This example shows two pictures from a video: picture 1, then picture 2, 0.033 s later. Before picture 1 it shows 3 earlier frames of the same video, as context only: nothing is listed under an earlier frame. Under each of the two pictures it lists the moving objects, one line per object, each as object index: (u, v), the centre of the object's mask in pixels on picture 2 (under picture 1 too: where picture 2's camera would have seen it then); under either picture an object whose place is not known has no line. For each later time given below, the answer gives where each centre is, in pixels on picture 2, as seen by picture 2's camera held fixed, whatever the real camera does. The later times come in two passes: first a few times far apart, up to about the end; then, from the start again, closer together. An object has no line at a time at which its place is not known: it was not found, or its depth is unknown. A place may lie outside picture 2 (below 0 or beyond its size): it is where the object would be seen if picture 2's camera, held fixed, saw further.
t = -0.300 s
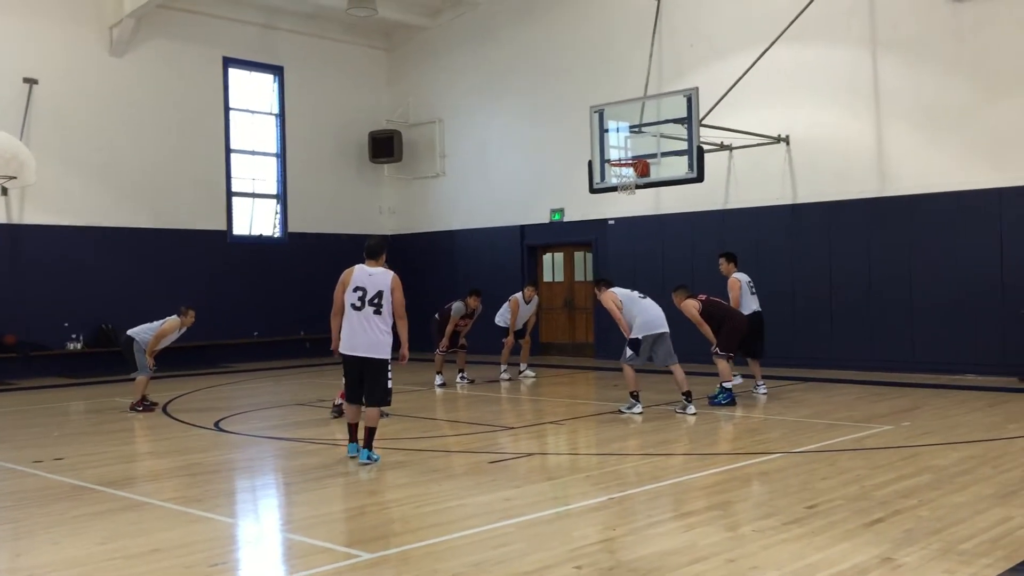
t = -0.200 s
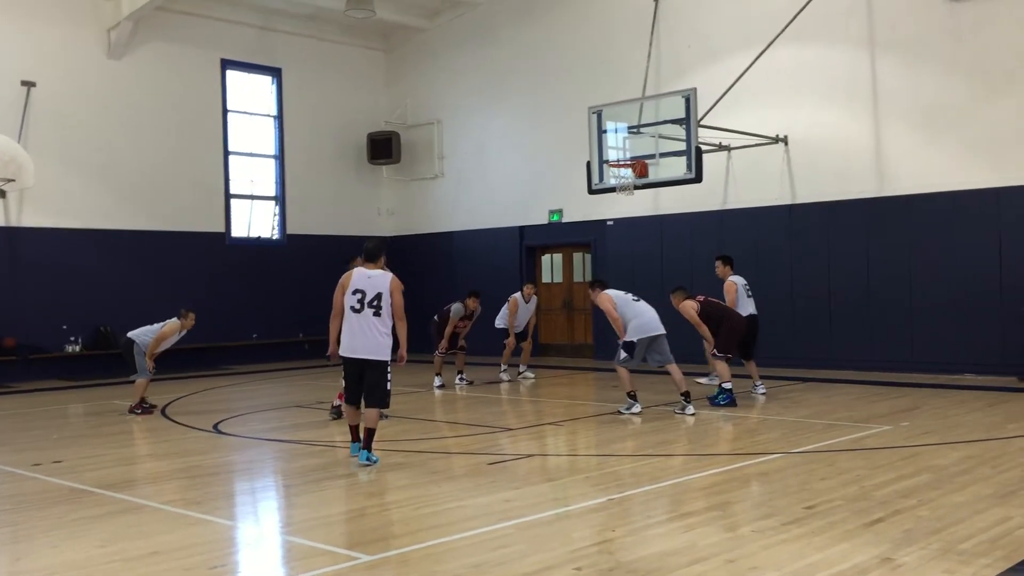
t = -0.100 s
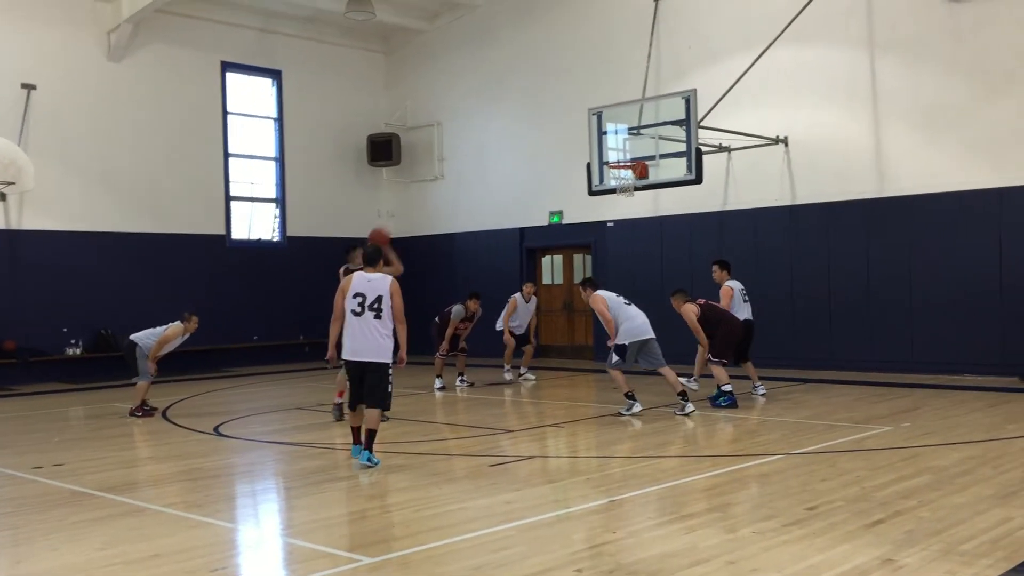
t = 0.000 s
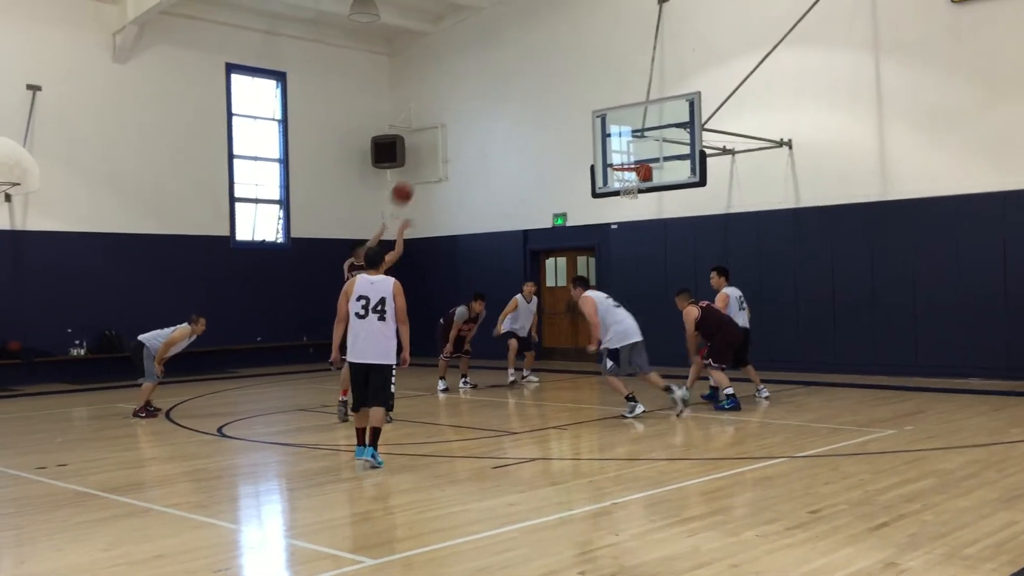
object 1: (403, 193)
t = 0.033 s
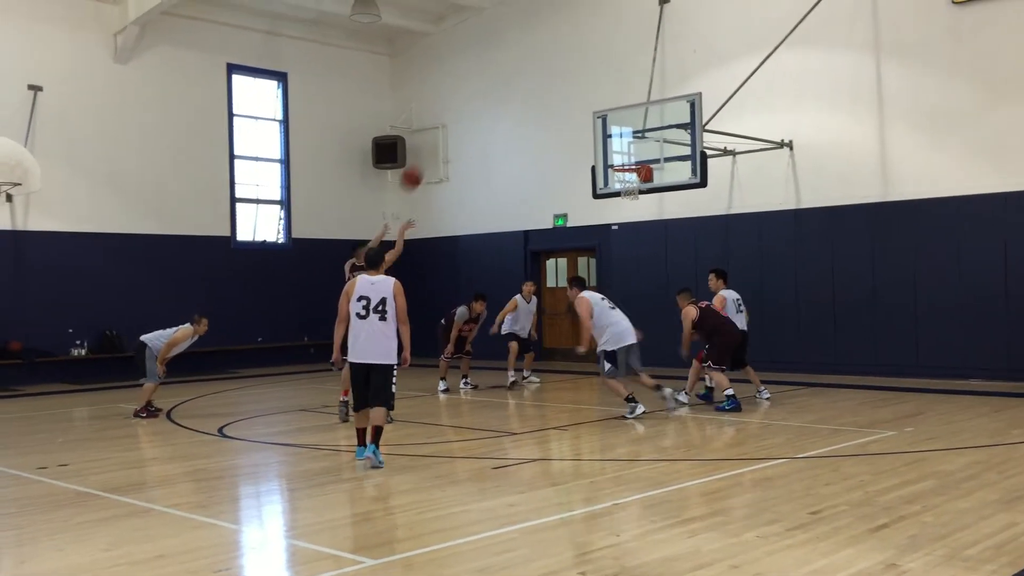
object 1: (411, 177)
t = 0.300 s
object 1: (474, 88)
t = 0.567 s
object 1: (530, 64)
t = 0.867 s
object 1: (586, 100)
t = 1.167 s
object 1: (635, 177)
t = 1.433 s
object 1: (633, 185)
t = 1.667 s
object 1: (624, 225)
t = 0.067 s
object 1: (419, 163)
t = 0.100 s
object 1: (428, 149)
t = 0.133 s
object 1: (436, 135)
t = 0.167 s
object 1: (444, 123)
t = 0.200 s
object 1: (452, 113)
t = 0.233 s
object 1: (459, 104)
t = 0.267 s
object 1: (467, 95)
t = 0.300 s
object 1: (474, 88)
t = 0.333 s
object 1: (481, 82)
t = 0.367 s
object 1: (489, 76)
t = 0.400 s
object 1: (496, 72)
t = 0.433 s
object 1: (503, 68)
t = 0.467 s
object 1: (510, 66)
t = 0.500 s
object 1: (516, 64)
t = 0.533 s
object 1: (523, 64)
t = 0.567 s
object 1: (530, 64)
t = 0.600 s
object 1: (536, 64)
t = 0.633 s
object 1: (543, 66)
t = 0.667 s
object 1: (549, 69)
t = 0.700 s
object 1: (556, 72)
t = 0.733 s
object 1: (562, 76)
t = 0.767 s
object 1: (568, 81)
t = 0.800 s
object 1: (574, 86)
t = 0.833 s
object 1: (580, 93)
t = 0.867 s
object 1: (586, 100)
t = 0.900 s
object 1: (592, 107)
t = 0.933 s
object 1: (598, 116)
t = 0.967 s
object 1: (605, 125)
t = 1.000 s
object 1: (610, 136)
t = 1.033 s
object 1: (616, 146)
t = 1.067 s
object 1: (622, 157)
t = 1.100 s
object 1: (627, 168)
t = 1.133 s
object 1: (631, 172)
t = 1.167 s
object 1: (635, 177)
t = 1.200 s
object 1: (639, 180)
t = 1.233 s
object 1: (640, 181)
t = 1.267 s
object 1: (641, 180)
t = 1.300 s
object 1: (638, 180)
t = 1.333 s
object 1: (637, 180)
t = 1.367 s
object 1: (636, 182)
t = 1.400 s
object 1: (635, 181)
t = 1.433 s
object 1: (633, 185)
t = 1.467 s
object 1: (631, 188)
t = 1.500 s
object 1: (631, 191)
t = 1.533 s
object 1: (629, 196)
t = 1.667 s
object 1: (624, 225)
